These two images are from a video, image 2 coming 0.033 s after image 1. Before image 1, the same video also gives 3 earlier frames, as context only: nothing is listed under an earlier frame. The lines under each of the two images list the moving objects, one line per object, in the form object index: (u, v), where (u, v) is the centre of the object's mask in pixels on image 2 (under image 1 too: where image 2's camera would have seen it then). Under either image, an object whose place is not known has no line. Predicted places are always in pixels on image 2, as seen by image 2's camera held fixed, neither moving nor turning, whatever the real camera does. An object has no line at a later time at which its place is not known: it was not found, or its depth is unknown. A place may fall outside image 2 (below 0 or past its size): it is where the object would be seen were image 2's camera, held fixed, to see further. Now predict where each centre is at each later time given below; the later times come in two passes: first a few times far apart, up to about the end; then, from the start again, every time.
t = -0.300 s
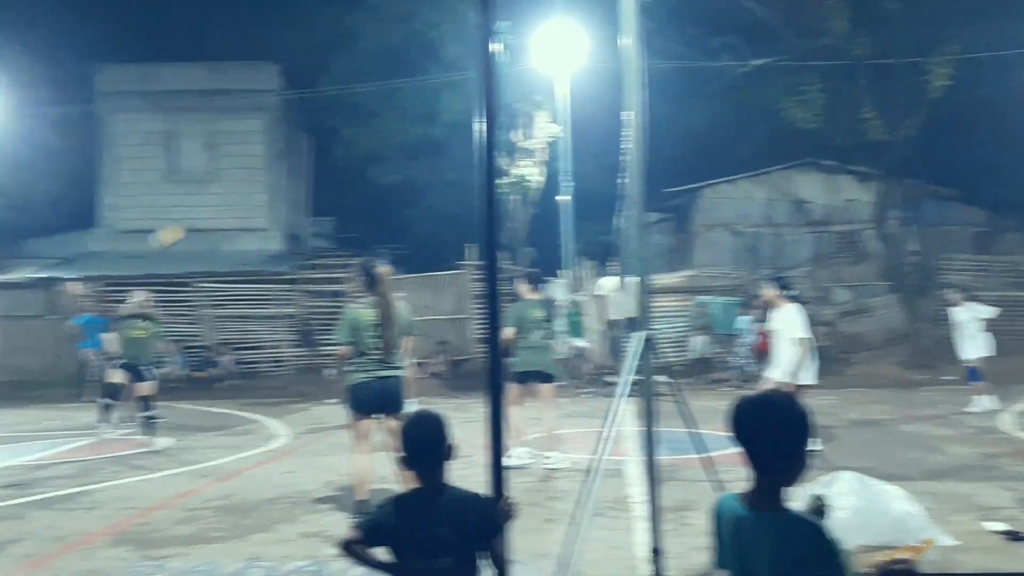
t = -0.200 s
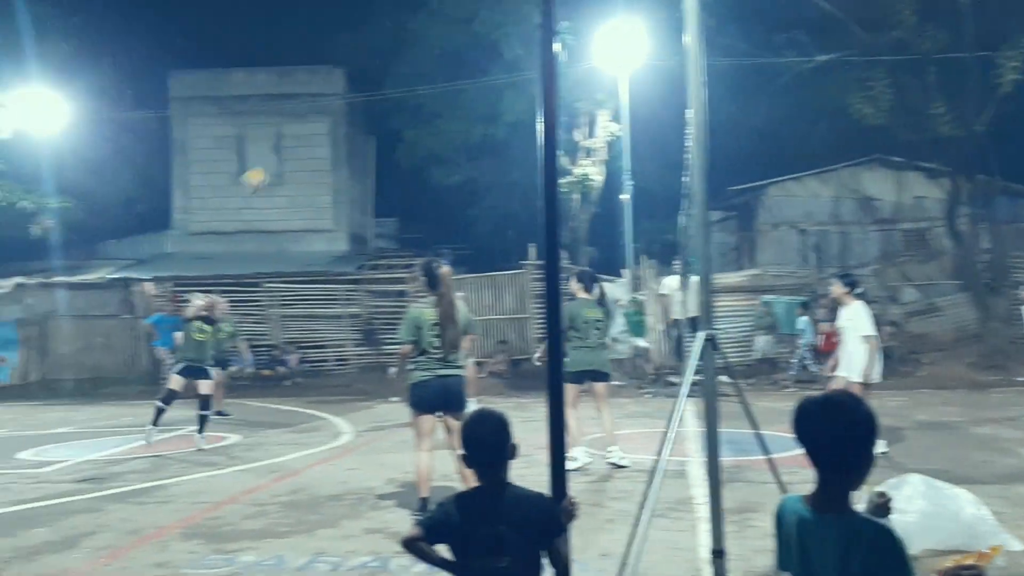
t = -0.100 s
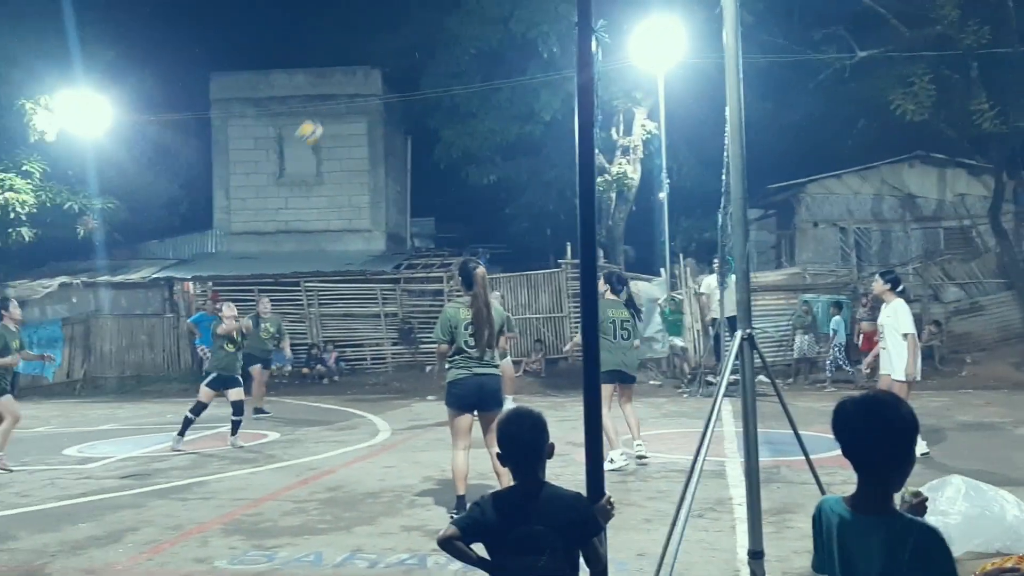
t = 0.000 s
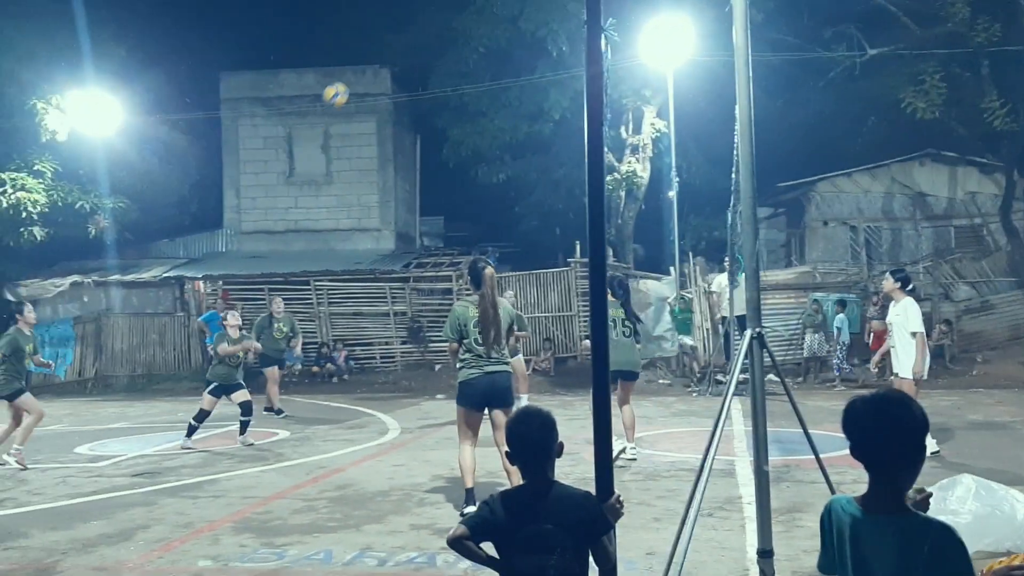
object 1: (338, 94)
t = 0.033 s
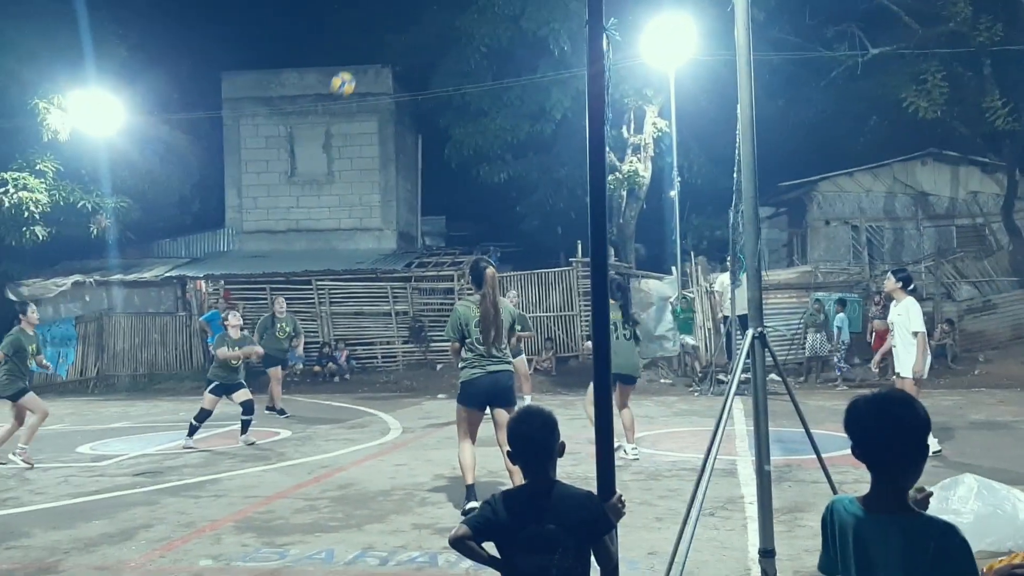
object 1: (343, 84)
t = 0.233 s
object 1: (377, 47)
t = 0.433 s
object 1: (412, 52)
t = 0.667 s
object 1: (454, 113)
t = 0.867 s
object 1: (491, 216)
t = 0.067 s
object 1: (349, 74)
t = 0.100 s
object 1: (354, 66)
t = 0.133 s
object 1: (360, 60)
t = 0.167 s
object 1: (366, 55)
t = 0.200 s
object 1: (371, 50)
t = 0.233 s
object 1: (377, 47)
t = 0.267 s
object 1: (383, 45)
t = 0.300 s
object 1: (388, 44)
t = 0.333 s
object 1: (395, 44)
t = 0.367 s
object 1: (400, 45)
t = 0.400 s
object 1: (406, 48)
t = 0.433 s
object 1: (412, 52)
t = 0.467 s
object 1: (418, 57)
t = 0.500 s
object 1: (424, 63)
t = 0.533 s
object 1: (430, 71)
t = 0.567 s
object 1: (436, 79)
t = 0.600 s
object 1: (442, 89)
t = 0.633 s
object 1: (448, 101)
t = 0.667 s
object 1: (454, 113)
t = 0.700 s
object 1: (460, 127)
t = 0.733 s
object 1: (467, 143)
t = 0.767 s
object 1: (473, 159)
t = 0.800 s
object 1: (479, 177)
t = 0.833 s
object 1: (485, 196)
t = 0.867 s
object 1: (491, 216)
